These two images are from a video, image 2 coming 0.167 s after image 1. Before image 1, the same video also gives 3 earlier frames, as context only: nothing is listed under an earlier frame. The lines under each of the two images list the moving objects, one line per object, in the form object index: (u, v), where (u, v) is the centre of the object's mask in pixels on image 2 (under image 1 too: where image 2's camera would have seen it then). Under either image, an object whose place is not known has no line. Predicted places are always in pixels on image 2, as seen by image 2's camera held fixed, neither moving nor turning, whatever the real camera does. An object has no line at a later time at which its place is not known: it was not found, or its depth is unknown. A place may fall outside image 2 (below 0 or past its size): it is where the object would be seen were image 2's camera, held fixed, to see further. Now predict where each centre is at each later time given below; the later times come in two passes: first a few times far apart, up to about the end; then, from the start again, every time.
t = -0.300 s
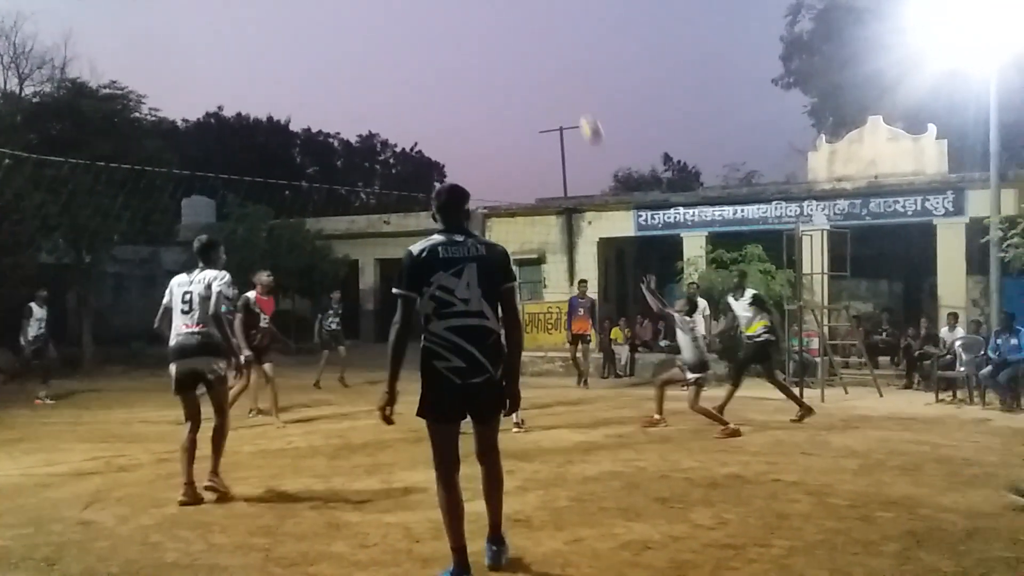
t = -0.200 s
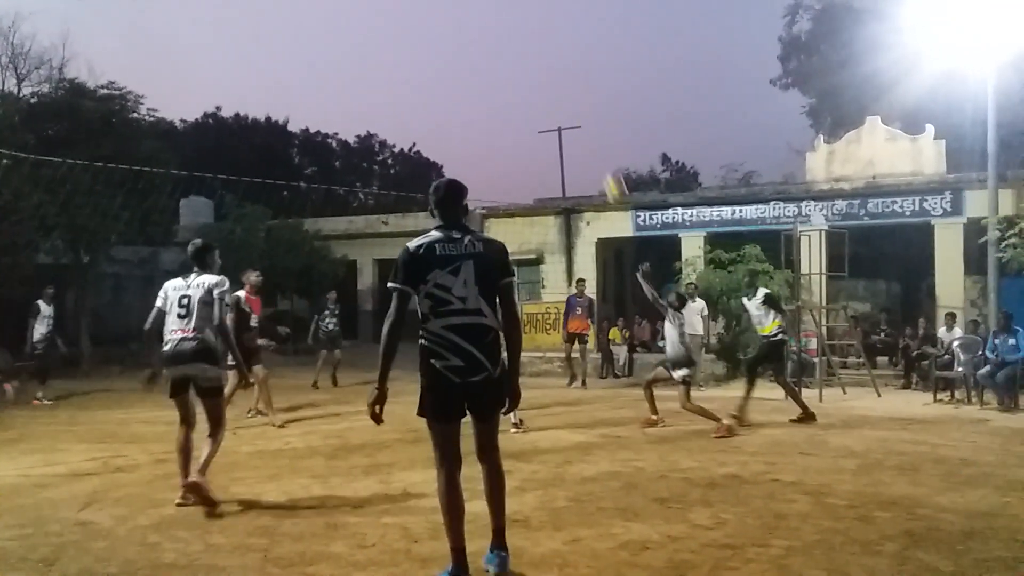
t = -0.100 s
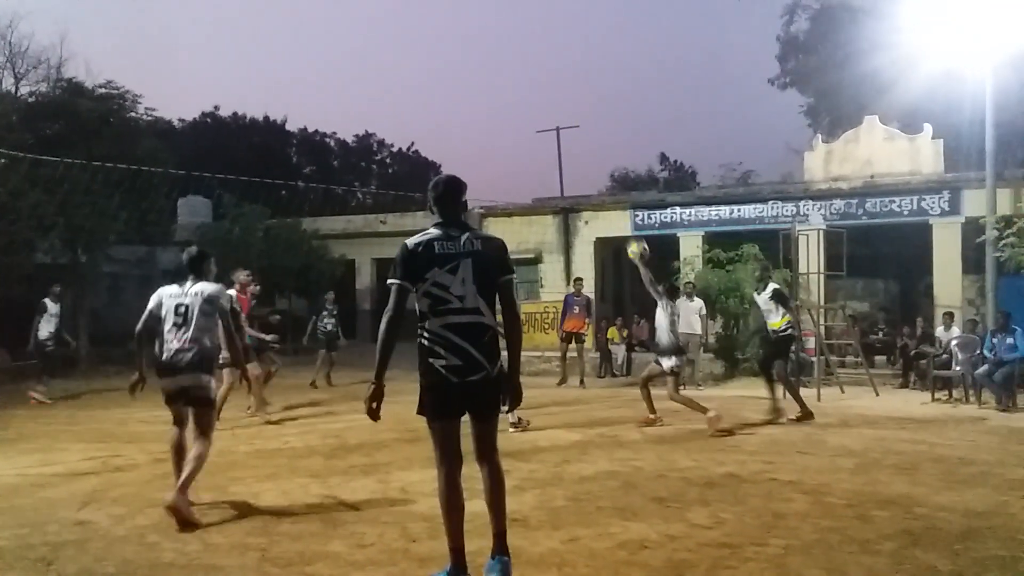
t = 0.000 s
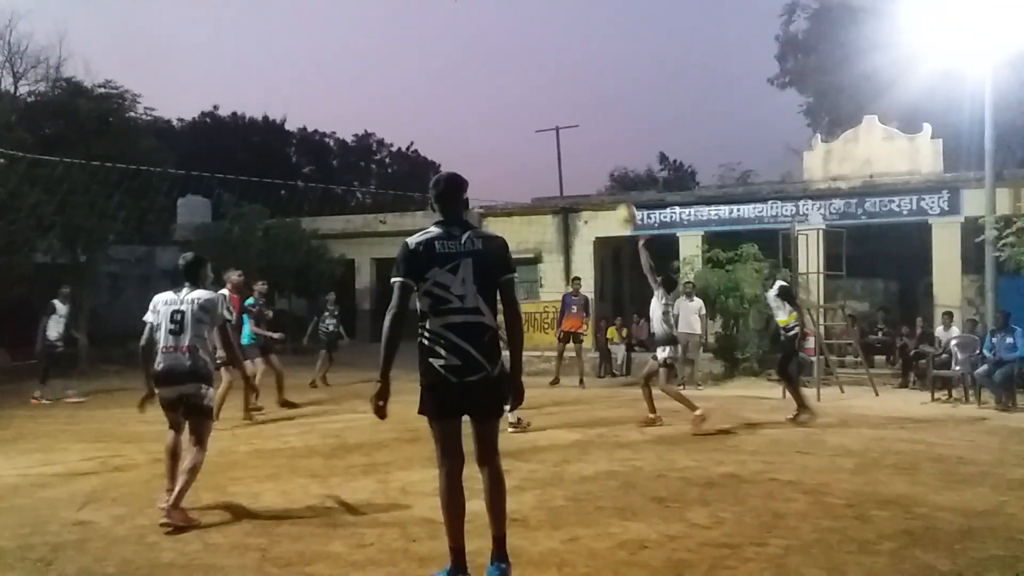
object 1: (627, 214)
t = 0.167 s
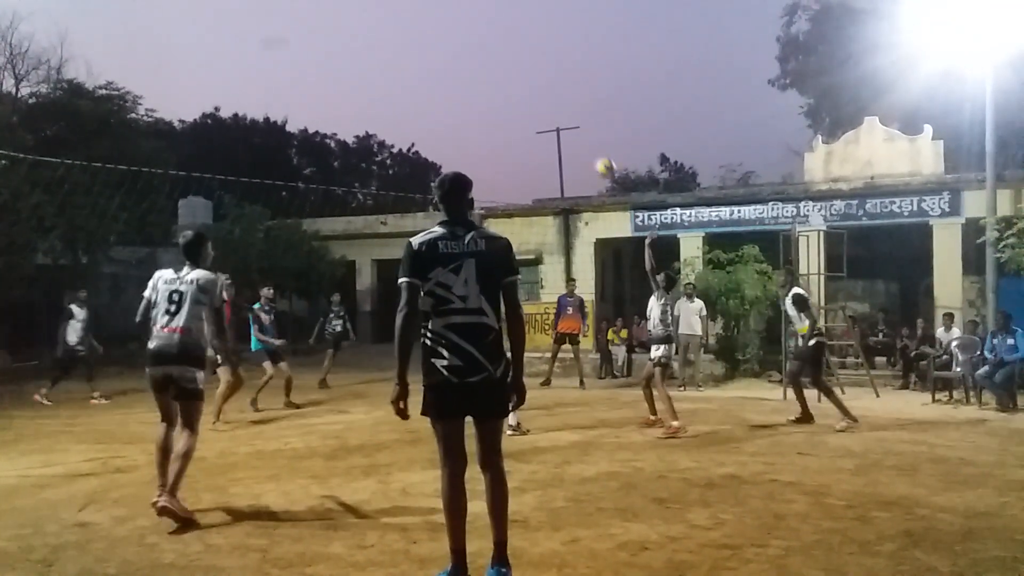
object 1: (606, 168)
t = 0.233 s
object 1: (596, 155)
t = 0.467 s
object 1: (564, 144)
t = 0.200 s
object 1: (600, 160)
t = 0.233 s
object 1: (596, 155)
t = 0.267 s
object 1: (592, 150)
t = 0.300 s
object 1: (587, 147)
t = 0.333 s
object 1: (582, 144)
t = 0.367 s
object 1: (578, 143)
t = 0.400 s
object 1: (574, 142)
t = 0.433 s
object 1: (569, 143)
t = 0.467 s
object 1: (564, 144)
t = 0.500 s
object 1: (560, 147)
